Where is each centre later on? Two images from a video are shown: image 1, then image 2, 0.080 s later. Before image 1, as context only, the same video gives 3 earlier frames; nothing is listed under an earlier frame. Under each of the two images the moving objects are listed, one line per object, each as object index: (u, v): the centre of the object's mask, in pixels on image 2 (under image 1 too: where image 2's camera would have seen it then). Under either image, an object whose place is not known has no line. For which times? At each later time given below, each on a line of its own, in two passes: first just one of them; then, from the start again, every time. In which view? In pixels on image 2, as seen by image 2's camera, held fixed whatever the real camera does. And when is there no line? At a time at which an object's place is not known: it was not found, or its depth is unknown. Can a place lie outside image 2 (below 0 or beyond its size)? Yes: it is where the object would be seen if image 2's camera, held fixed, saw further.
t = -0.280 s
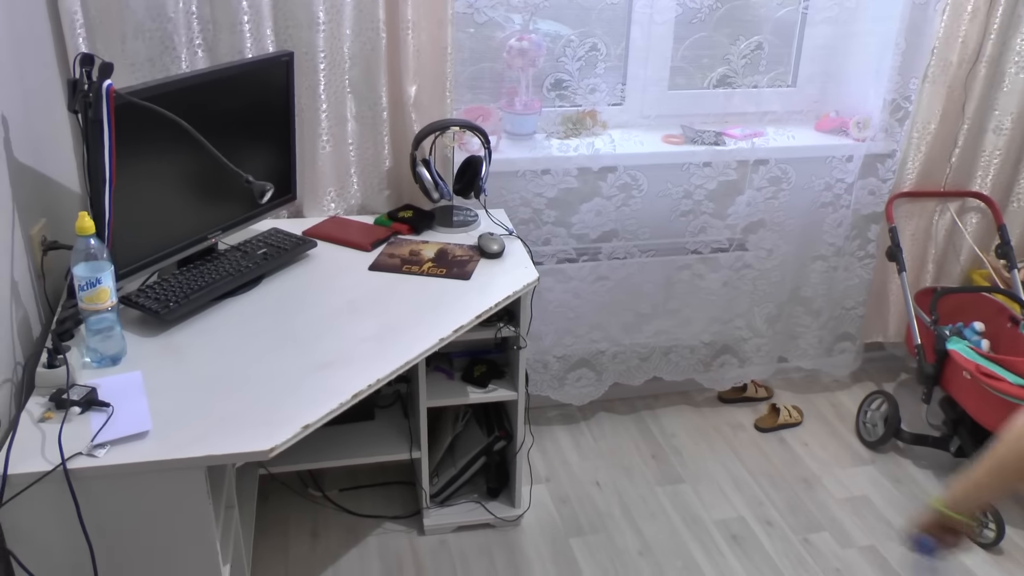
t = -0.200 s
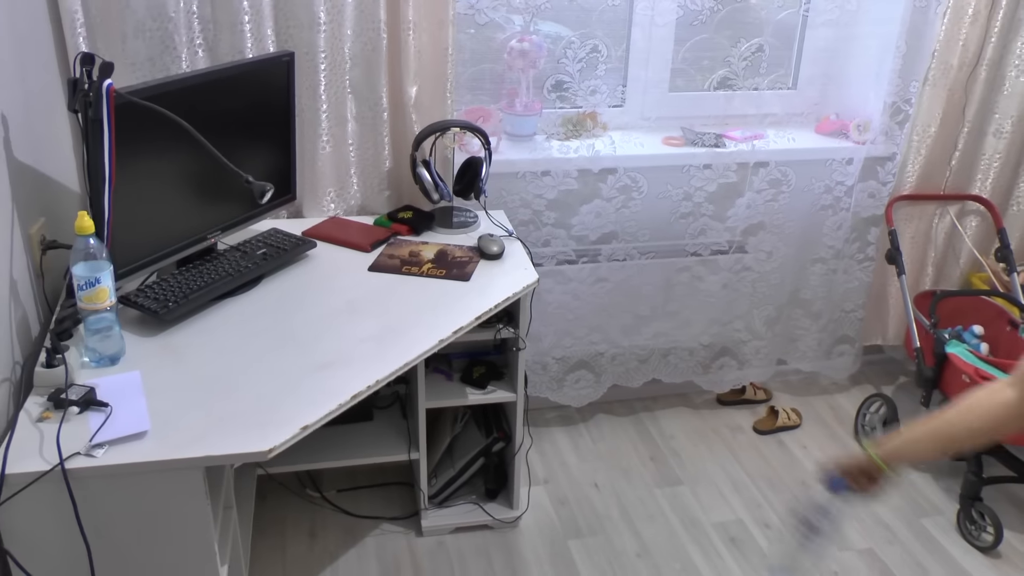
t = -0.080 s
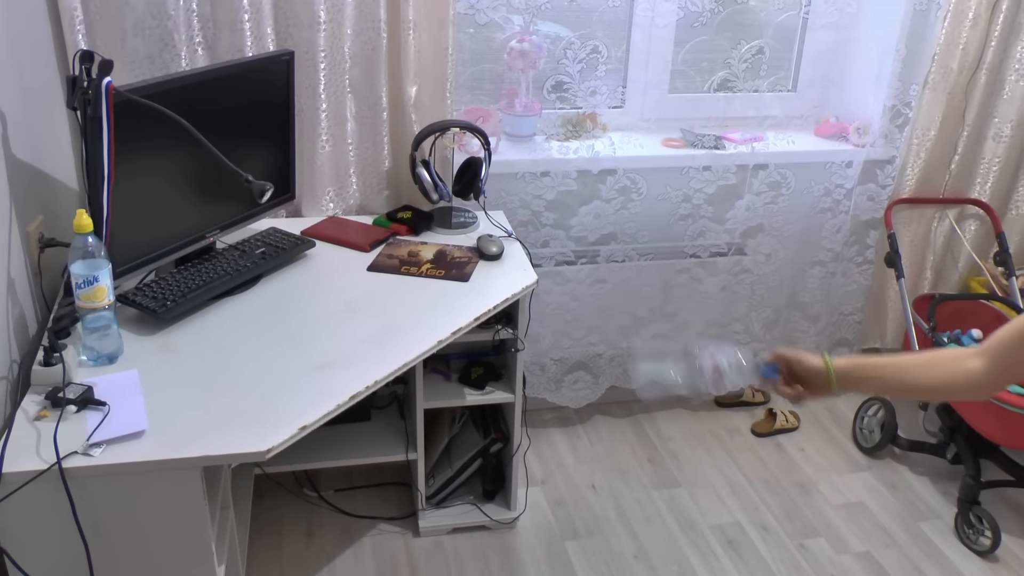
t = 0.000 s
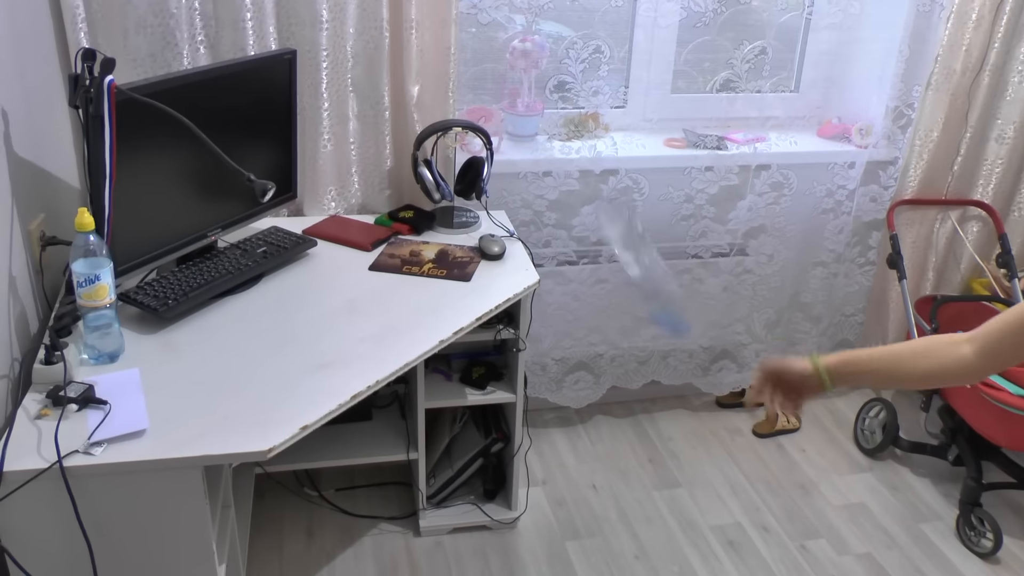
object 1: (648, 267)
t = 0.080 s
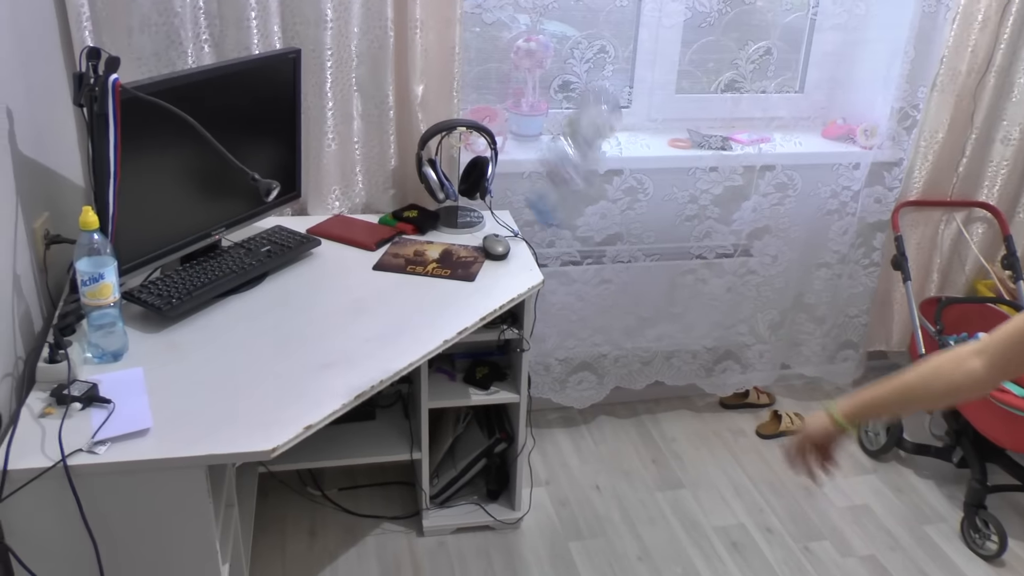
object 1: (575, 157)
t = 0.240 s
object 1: (476, 44)
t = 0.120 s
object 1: (551, 102)
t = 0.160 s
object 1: (519, 73)
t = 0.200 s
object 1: (498, 53)
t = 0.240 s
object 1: (476, 44)
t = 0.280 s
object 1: (450, 46)
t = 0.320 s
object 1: (424, 56)
